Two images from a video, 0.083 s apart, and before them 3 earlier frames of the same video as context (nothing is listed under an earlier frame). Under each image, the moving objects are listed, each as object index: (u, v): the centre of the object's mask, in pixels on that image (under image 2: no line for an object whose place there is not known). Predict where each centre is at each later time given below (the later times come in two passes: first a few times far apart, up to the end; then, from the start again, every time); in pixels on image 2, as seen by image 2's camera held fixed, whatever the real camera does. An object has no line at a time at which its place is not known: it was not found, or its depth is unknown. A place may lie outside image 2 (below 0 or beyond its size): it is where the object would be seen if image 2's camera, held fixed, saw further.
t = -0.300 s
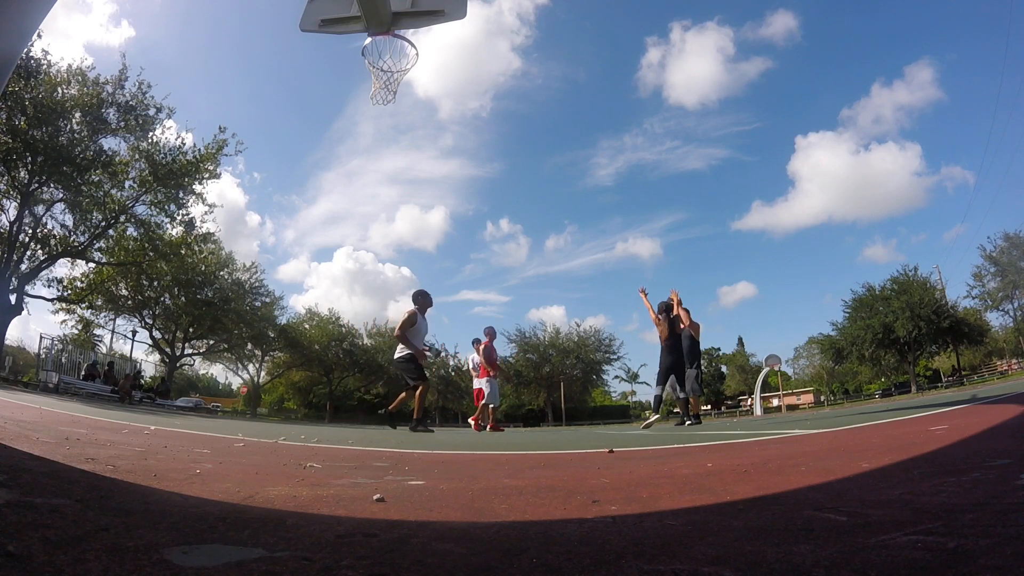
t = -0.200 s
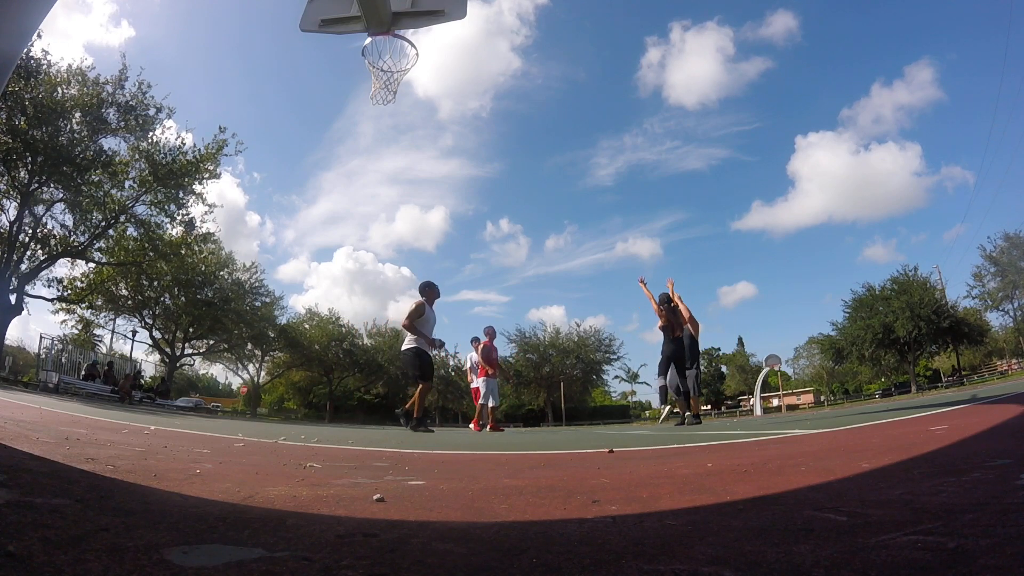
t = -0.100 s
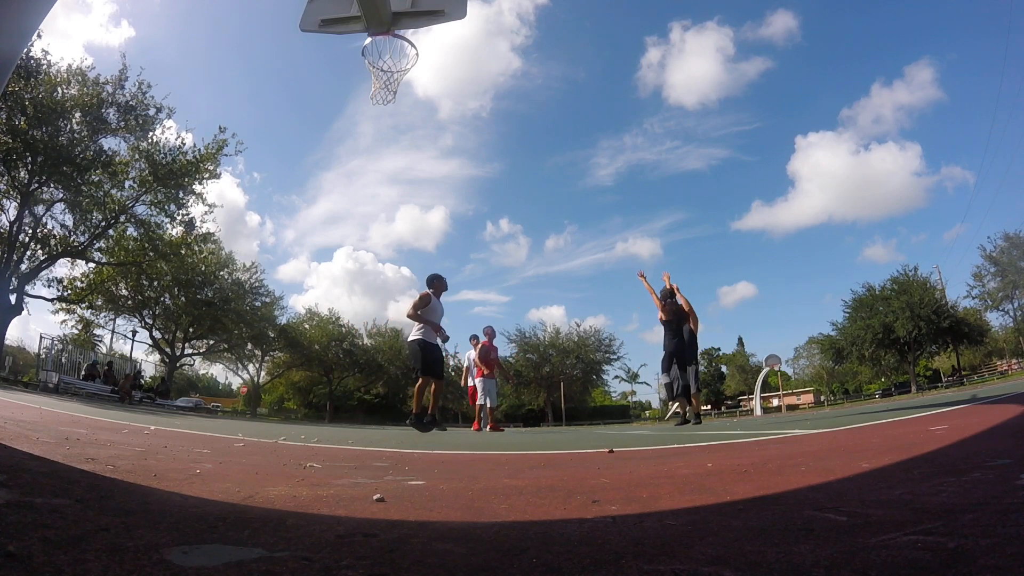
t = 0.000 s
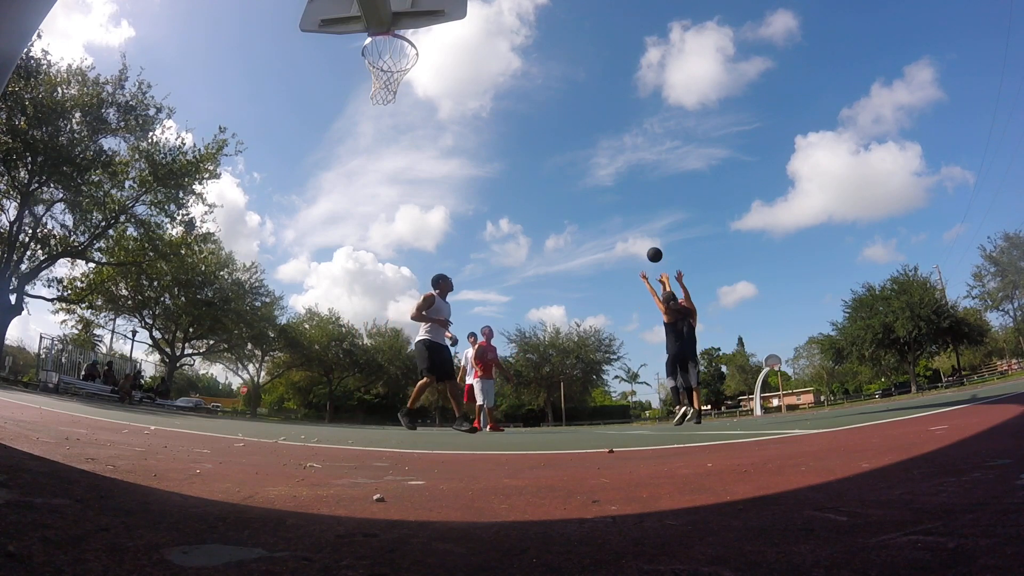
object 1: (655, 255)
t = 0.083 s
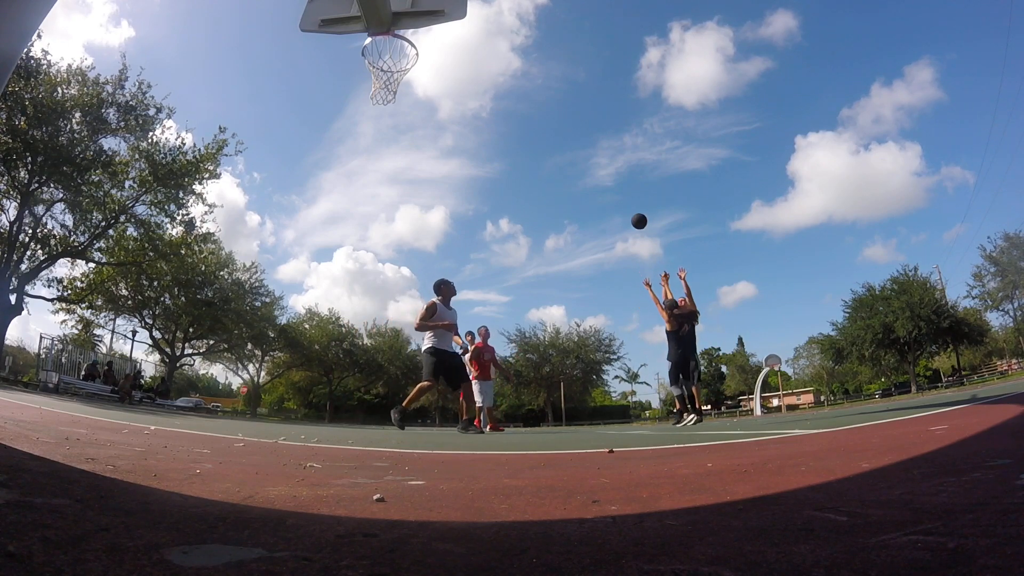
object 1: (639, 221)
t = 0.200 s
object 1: (617, 179)
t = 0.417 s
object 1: (572, 117)
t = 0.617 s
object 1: (527, 77)
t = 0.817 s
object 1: (471, 55)
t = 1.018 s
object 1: (400, 55)
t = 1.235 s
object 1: (397, 56)
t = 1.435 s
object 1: (366, 67)
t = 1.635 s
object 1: (370, 75)
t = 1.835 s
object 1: (395, 104)
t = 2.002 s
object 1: (414, 157)
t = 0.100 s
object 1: (636, 215)
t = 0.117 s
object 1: (633, 208)
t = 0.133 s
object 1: (629, 202)
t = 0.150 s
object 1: (626, 196)
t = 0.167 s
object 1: (623, 190)
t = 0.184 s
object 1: (620, 185)
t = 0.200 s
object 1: (617, 179)
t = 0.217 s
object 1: (613, 173)
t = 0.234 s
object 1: (610, 168)
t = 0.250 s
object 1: (607, 163)
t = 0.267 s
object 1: (603, 158)
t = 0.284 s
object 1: (600, 153)
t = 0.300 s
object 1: (597, 148)
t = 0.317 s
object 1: (593, 143)
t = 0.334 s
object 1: (590, 139)
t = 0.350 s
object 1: (587, 134)
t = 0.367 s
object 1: (583, 130)
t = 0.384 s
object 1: (580, 125)
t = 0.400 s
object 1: (576, 121)
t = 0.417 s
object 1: (572, 117)
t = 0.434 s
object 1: (569, 113)
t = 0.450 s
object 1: (565, 109)
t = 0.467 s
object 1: (562, 106)
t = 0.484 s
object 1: (558, 102)
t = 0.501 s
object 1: (554, 99)
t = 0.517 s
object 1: (550, 95)
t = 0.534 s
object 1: (547, 92)
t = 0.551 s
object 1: (543, 89)
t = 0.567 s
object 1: (539, 86)
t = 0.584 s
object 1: (535, 83)
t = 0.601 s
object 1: (531, 80)
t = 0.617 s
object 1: (527, 77)
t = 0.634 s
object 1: (523, 75)
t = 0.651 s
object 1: (518, 72)
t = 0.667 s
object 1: (514, 70)
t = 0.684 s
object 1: (510, 68)
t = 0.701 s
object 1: (505, 66)
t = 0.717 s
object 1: (501, 64)
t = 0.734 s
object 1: (496, 62)
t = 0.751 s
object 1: (491, 60)
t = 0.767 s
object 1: (487, 59)
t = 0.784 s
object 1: (482, 57)
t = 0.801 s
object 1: (477, 56)
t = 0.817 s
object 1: (471, 55)
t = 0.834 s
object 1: (466, 54)
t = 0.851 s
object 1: (461, 54)
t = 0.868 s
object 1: (455, 53)
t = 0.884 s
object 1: (449, 53)
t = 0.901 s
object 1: (443, 53)
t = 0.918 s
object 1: (437, 53)
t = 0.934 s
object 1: (431, 53)
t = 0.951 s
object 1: (424, 54)
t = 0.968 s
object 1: (417, 54)
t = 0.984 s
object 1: (410, 55)
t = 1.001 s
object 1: (404, 56)
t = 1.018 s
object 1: (400, 55)
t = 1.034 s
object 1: (395, 53)
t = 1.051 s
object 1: (391, 52)
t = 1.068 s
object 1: (386, 51)
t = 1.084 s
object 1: (380, 51)
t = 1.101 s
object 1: (378, 51)
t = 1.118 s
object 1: (383, 51)
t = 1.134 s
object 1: (388, 51)
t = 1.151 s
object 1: (392, 51)
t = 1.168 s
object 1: (397, 53)
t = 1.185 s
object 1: (402, 54)
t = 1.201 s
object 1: (404, 55)
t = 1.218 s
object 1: (400, 55)
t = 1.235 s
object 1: (397, 56)
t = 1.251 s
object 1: (394, 57)
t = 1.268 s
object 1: (391, 58)
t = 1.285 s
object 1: (388, 59)
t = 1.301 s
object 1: (385, 60)
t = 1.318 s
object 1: (381, 61)
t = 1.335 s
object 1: (378, 63)
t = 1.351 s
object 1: (375, 65)
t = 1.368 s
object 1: (372, 65)
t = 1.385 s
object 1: (370, 66)
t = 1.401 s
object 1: (369, 66)
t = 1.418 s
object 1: (368, 66)
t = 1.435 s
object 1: (366, 67)
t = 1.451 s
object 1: (365, 67)
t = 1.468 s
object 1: (365, 67)
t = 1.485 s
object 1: (364, 68)
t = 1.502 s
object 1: (365, 68)
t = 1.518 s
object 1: (364, 68)
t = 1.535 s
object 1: (364, 68)
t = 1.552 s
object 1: (365, 69)
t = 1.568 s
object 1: (366, 70)
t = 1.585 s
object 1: (367, 71)
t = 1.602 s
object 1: (368, 73)
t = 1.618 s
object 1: (369, 74)
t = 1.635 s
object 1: (370, 75)
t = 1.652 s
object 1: (372, 77)
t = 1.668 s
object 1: (374, 78)
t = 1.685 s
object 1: (376, 80)
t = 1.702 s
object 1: (377, 82)
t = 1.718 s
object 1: (380, 85)
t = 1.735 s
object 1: (382, 86)
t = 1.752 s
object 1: (383, 90)
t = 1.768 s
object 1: (386, 92)
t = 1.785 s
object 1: (388, 94)
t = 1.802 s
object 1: (391, 97)
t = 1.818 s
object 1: (393, 101)
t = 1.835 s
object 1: (395, 104)
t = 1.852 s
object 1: (397, 108)
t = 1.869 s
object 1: (399, 112)
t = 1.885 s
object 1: (400, 117)
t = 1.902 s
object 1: (402, 122)
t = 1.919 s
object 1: (404, 127)
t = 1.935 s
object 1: (406, 132)
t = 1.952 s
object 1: (408, 138)
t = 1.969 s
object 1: (410, 144)
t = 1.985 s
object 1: (412, 151)
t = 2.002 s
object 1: (414, 157)
